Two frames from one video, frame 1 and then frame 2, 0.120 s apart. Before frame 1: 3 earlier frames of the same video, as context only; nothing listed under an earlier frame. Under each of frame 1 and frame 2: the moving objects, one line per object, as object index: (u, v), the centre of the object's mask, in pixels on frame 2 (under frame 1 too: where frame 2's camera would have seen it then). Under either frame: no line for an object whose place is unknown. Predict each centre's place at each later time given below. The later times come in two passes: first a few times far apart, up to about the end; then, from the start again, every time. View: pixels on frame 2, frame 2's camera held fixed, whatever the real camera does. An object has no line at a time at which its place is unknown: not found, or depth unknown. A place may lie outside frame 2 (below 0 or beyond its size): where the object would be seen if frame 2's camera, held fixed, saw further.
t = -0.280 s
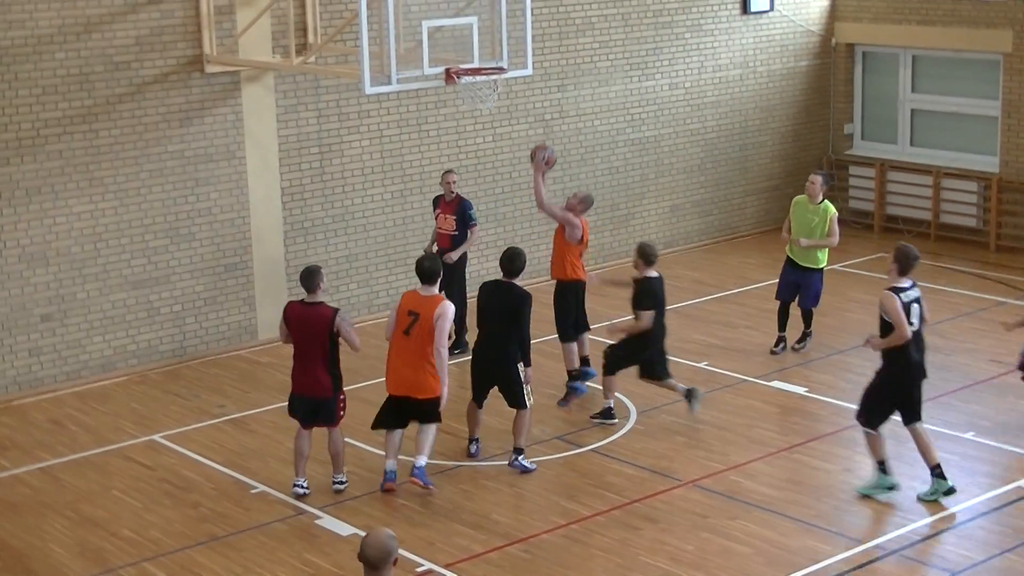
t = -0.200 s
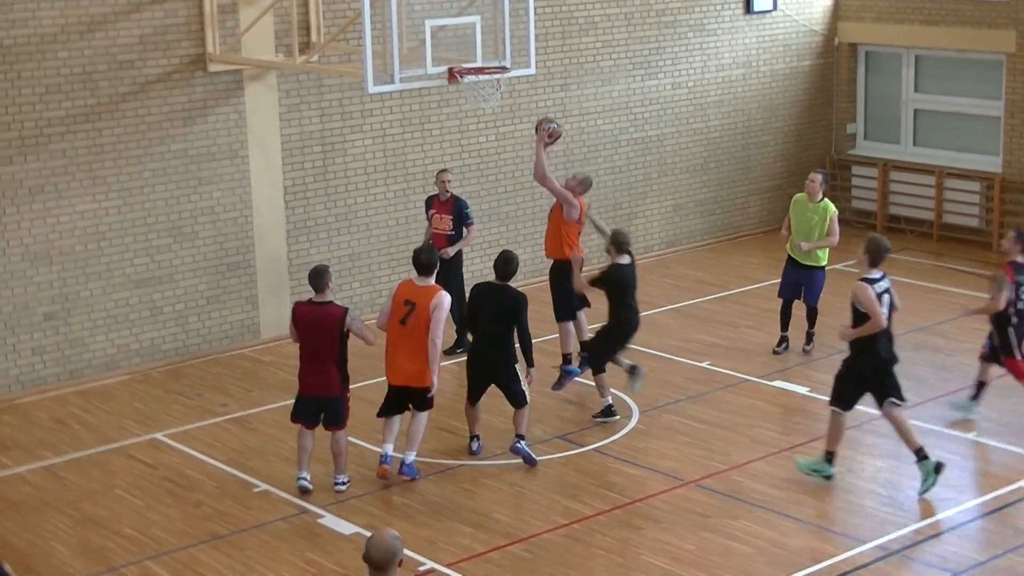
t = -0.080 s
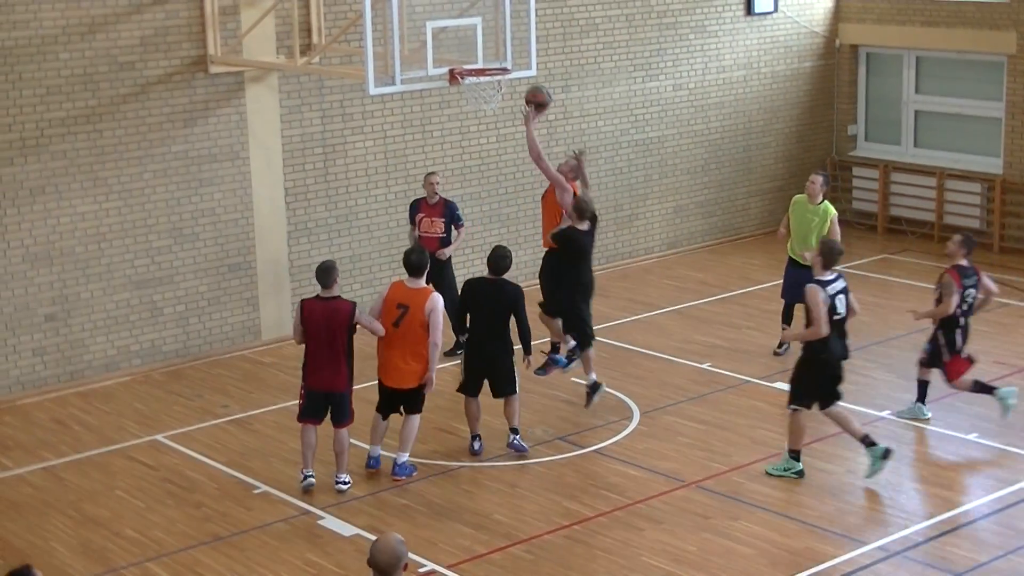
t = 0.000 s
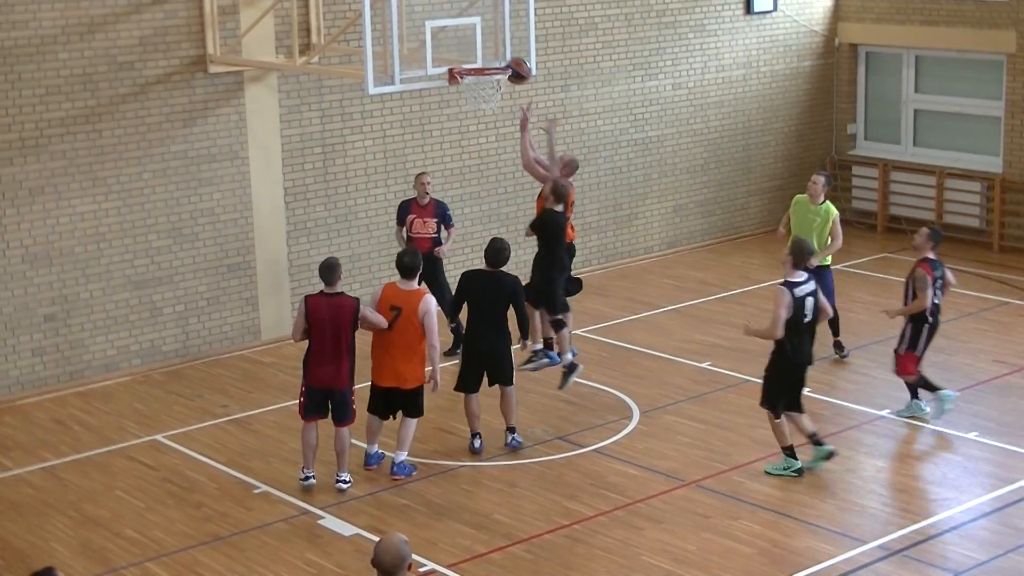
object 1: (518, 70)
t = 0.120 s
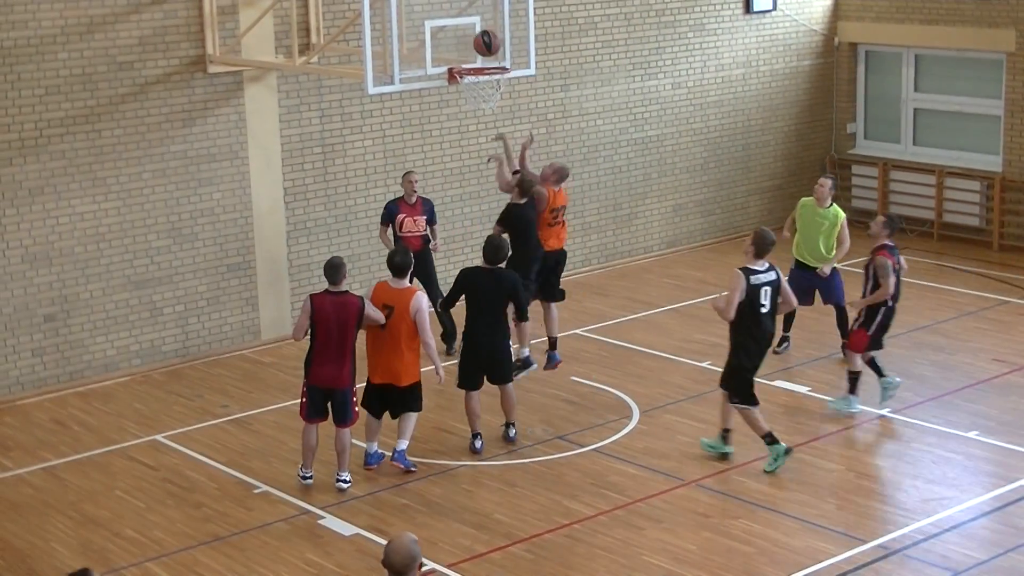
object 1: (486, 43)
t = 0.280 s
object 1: (479, 44)
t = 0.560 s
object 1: (478, 99)
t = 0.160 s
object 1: (484, 40)
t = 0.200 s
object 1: (482, 40)
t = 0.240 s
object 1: (481, 41)
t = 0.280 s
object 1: (479, 44)
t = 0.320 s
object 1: (478, 49)
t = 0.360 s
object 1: (476, 55)
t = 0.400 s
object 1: (474, 65)
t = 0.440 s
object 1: (473, 75)
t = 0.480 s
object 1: (472, 88)
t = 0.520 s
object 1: (474, 93)
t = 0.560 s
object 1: (478, 99)
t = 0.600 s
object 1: (481, 107)
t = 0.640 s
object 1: (484, 116)
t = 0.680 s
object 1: (487, 128)
